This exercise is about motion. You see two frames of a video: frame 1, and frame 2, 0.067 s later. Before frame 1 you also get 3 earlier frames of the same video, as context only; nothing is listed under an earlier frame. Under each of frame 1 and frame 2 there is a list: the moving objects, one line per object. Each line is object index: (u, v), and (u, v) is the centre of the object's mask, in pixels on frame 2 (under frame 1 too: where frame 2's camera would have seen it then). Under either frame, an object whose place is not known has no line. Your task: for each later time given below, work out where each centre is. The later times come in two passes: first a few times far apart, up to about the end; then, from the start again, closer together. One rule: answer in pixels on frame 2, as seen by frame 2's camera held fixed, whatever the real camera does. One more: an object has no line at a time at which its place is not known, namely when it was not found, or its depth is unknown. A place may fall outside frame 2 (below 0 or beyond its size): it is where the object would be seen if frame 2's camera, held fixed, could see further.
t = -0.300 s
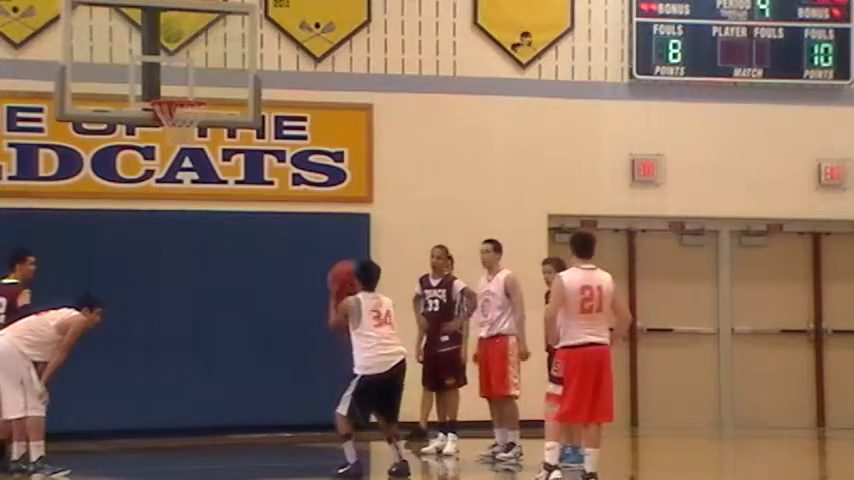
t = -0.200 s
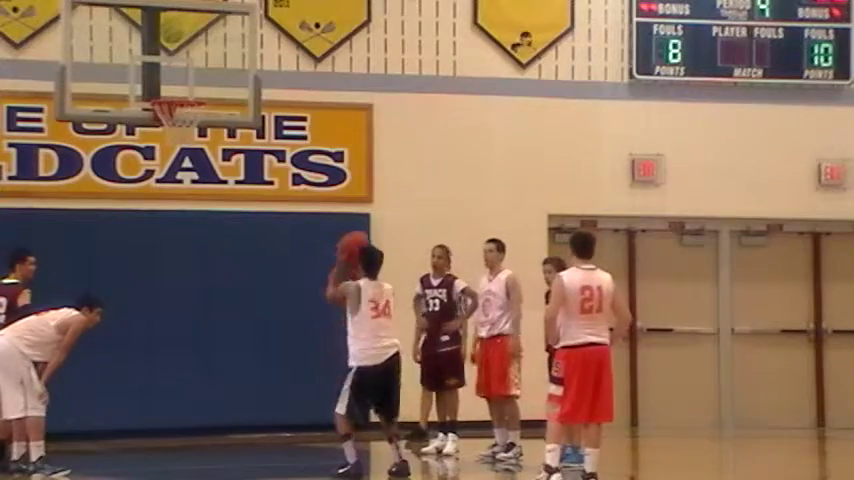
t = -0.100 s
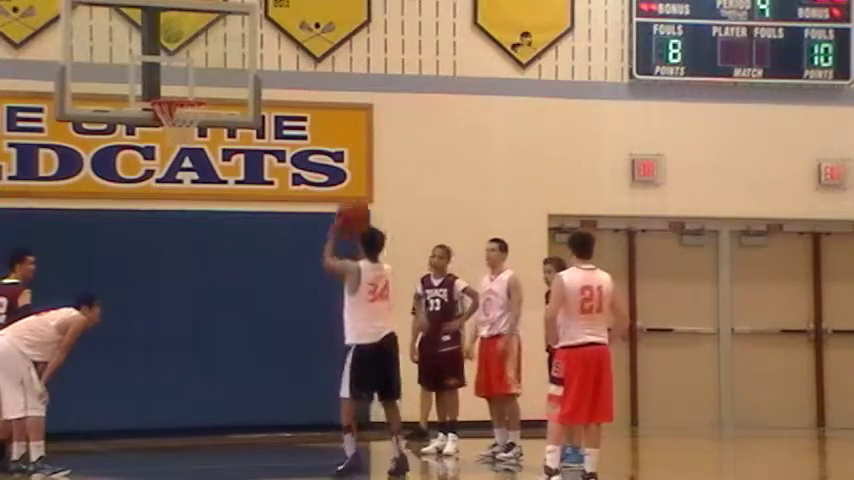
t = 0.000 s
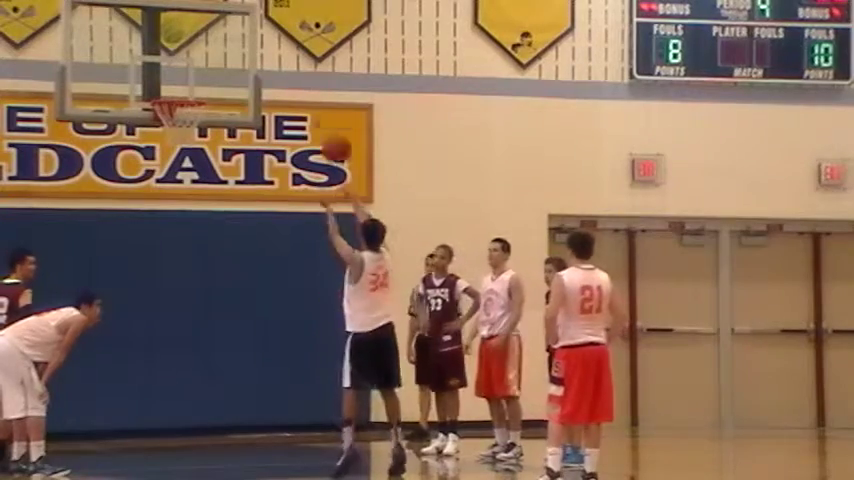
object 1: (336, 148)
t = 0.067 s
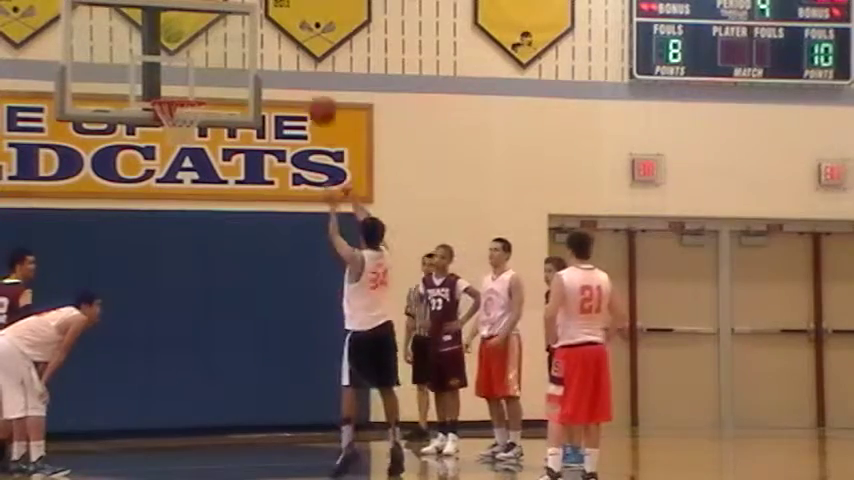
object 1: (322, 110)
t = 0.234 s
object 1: (288, 45)
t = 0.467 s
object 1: (244, 12)
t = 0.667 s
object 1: (209, 36)
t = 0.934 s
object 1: (176, 113)
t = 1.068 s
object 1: (182, 133)
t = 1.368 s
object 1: (179, 170)
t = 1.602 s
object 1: (173, 265)
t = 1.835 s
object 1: (169, 420)
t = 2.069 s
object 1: (161, 335)
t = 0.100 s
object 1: (315, 95)
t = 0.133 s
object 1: (307, 78)
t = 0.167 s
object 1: (302, 65)
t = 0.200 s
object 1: (294, 54)
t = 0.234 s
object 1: (288, 45)
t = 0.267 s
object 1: (281, 36)
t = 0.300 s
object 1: (275, 28)
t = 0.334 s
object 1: (269, 22)
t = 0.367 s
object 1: (262, 17)
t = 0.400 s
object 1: (256, 14)
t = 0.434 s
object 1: (251, 13)
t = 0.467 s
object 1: (244, 12)
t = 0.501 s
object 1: (237, 13)
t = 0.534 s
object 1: (232, 15)
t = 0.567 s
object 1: (226, 17)
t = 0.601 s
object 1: (220, 24)
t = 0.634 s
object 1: (216, 28)
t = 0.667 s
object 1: (209, 36)
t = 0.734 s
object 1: (198, 54)
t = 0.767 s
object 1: (193, 64)
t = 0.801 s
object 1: (187, 76)
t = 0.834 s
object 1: (182, 90)
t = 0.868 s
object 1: (179, 95)
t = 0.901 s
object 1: (177, 102)
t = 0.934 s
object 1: (176, 113)
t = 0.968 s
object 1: (178, 115)
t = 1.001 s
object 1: (180, 124)
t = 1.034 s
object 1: (180, 128)
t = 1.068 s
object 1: (182, 133)
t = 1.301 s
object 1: (179, 154)
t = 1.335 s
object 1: (179, 160)
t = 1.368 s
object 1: (179, 170)
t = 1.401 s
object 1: (177, 180)
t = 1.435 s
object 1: (177, 190)
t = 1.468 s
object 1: (177, 203)
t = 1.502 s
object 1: (175, 214)
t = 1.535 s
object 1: (174, 231)
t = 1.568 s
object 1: (174, 244)
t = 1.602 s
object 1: (173, 265)
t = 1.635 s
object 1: (172, 282)
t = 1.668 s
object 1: (171, 301)
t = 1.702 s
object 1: (170, 322)
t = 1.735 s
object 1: (170, 343)
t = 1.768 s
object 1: (168, 367)
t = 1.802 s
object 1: (169, 392)
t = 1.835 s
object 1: (169, 420)
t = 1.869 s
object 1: (168, 439)
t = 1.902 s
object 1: (167, 419)
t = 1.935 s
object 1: (164, 400)
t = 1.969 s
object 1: (165, 387)
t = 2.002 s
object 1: (164, 366)
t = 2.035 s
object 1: (162, 349)
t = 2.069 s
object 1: (161, 335)
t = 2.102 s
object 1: (161, 323)
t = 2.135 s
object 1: (160, 309)
